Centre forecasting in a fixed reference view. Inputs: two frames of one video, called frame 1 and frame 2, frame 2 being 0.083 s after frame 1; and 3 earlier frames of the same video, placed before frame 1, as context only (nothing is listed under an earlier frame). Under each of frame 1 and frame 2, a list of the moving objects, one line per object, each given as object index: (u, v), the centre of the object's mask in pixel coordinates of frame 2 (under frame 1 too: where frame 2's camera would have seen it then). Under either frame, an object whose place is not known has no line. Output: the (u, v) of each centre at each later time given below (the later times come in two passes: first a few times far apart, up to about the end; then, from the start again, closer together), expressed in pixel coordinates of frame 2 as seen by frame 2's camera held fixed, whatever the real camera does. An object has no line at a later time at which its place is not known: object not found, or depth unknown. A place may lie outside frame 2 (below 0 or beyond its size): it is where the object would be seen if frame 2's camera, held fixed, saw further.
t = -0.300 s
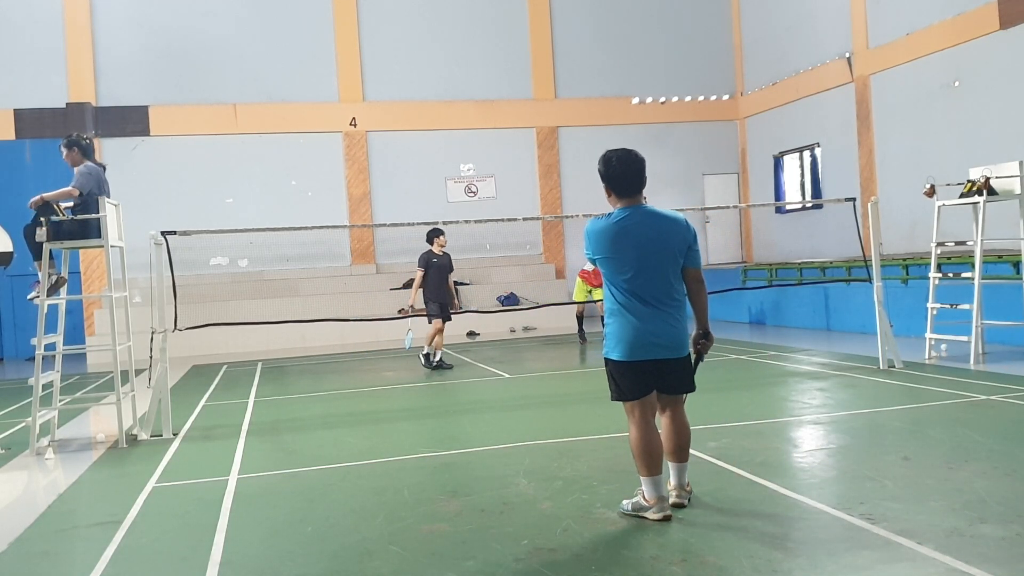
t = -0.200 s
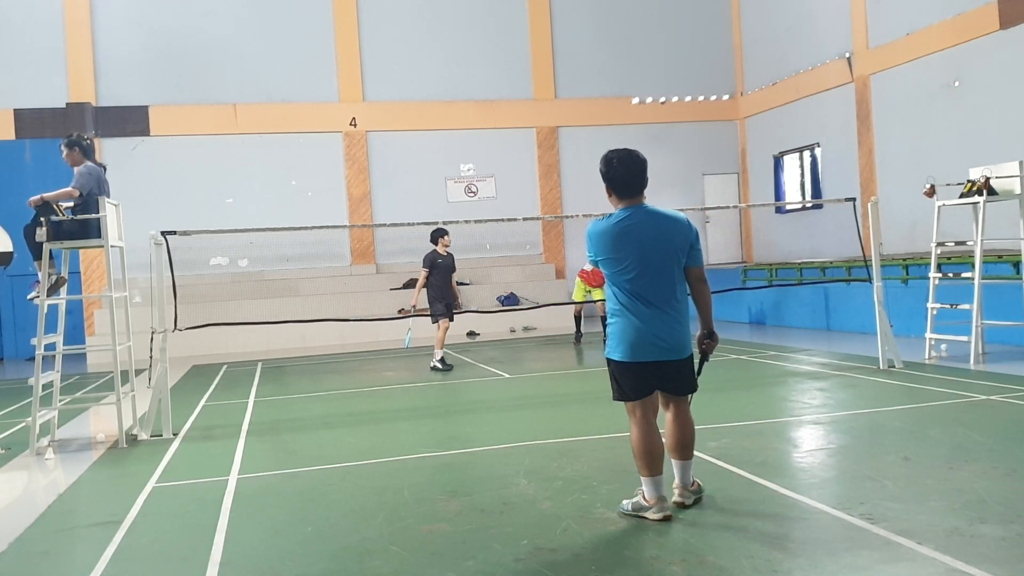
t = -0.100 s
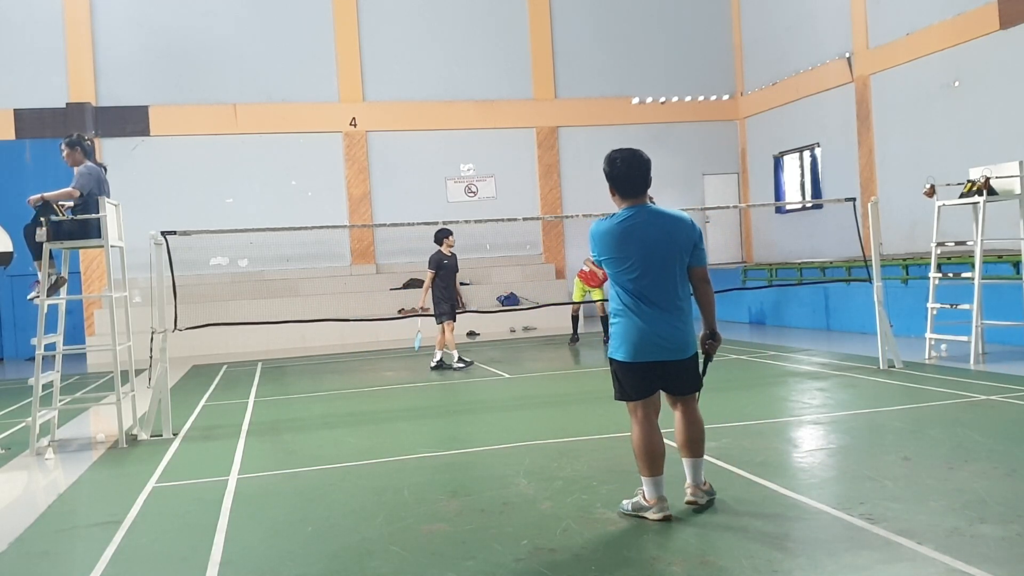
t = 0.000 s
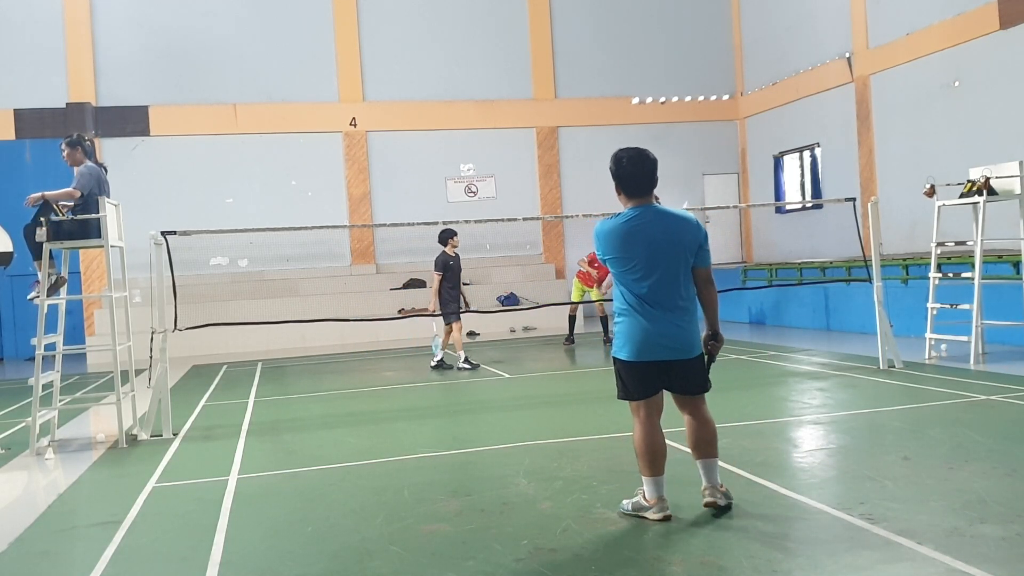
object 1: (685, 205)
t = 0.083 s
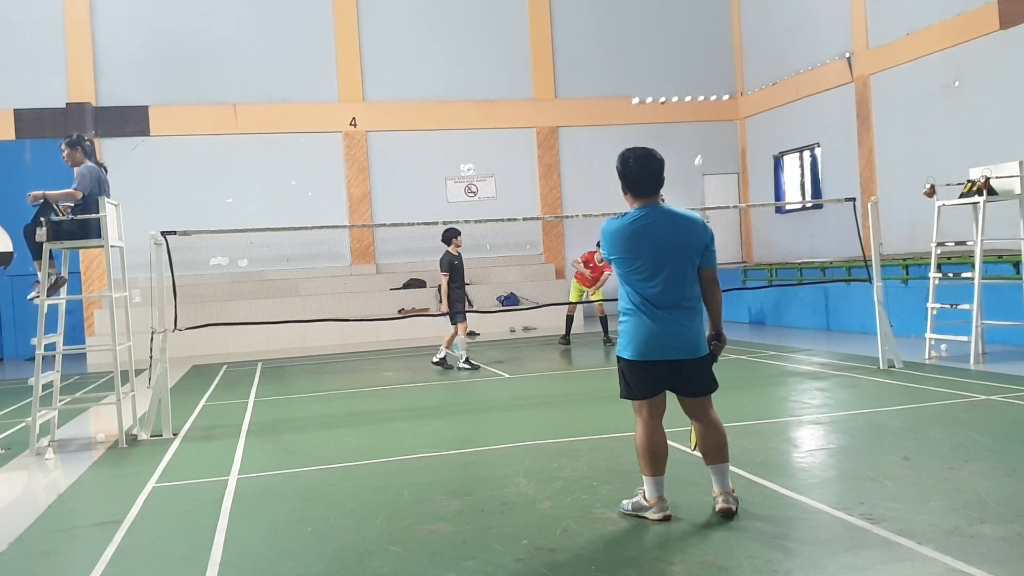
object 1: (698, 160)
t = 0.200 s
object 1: (715, 109)
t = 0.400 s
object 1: (744, 56)
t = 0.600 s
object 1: (773, 48)
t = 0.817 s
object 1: (808, 105)
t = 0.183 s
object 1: (713, 116)
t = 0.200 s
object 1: (715, 109)
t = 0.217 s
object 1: (718, 103)
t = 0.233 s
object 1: (719, 97)
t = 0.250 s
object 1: (722, 92)
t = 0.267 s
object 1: (725, 87)
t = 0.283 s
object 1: (727, 82)
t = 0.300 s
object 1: (729, 77)
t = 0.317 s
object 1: (732, 73)
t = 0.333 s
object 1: (734, 69)
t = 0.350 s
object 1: (737, 65)
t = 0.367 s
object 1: (739, 62)
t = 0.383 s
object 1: (741, 59)
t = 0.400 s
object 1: (744, 56)
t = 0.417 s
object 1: (746, 53)
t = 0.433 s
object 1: (749, 51)
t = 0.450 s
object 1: (751, 49)
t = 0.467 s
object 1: (754, 48)
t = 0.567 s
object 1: (768, 46)
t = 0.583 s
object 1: (771, 47)
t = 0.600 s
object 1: (773, 48)
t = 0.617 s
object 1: (776, 50)
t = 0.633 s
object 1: (778, 52)
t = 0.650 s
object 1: (781, 55)
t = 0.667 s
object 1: (784, 58)
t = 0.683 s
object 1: (786, 61)
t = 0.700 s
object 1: (789, 65)
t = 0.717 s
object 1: (792, 69)
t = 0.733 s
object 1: (794, 74)
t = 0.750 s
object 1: (797, 79)
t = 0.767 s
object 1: (799, 85)
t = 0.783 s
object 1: (802, 91)
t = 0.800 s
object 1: (805, 98)
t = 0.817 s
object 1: (808, 105)
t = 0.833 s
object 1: (810, 112)
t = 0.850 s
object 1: (813, 120)
